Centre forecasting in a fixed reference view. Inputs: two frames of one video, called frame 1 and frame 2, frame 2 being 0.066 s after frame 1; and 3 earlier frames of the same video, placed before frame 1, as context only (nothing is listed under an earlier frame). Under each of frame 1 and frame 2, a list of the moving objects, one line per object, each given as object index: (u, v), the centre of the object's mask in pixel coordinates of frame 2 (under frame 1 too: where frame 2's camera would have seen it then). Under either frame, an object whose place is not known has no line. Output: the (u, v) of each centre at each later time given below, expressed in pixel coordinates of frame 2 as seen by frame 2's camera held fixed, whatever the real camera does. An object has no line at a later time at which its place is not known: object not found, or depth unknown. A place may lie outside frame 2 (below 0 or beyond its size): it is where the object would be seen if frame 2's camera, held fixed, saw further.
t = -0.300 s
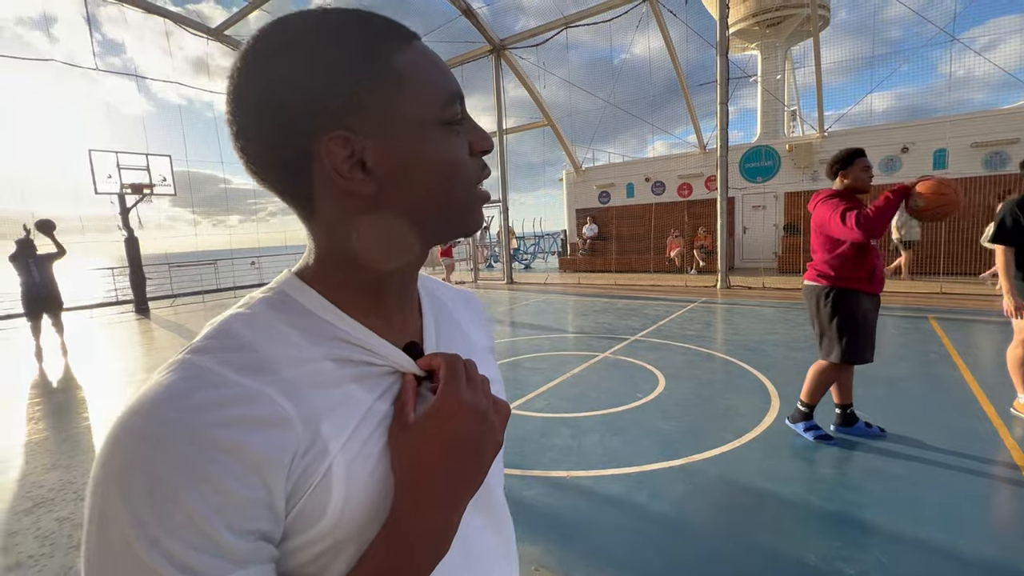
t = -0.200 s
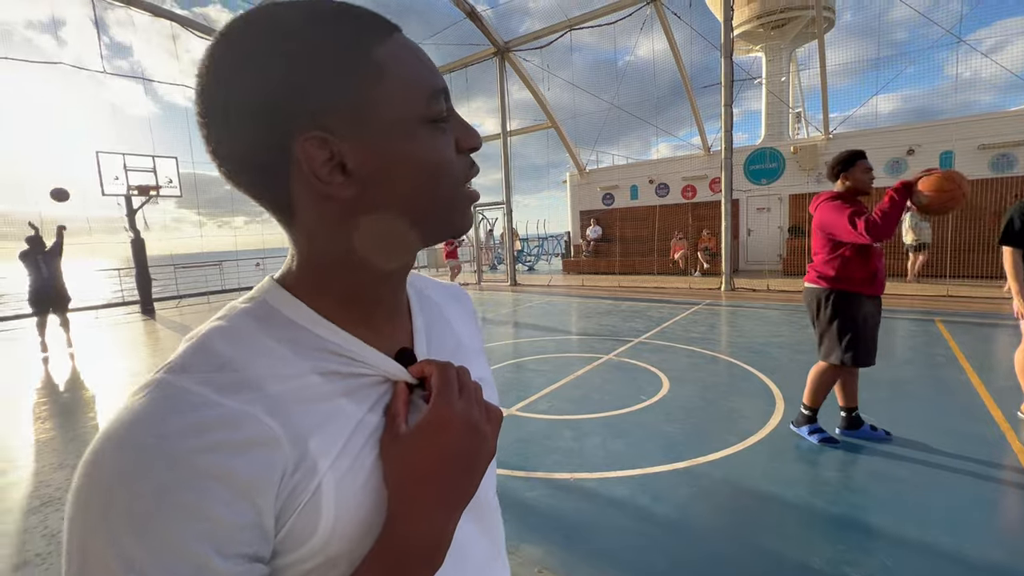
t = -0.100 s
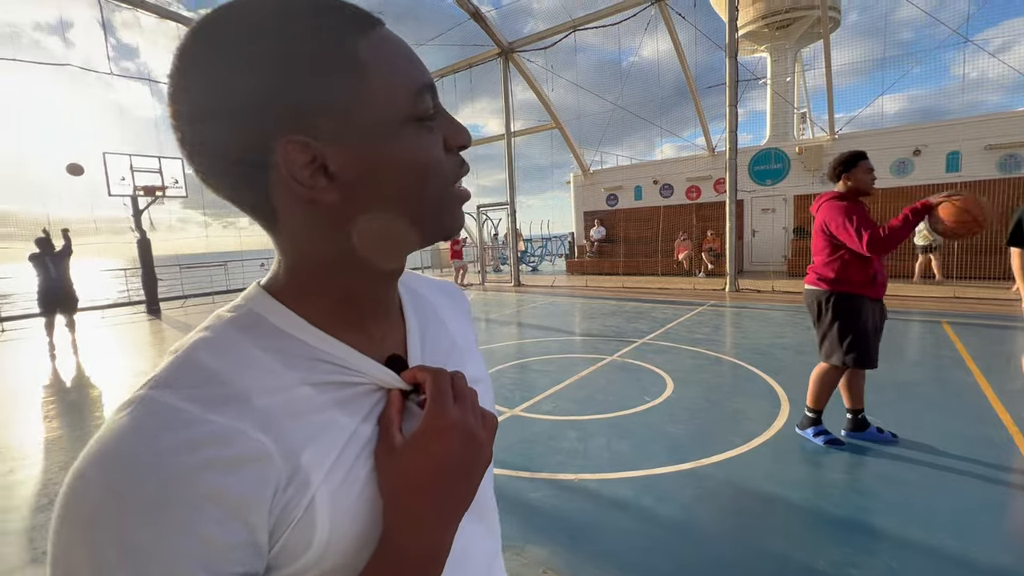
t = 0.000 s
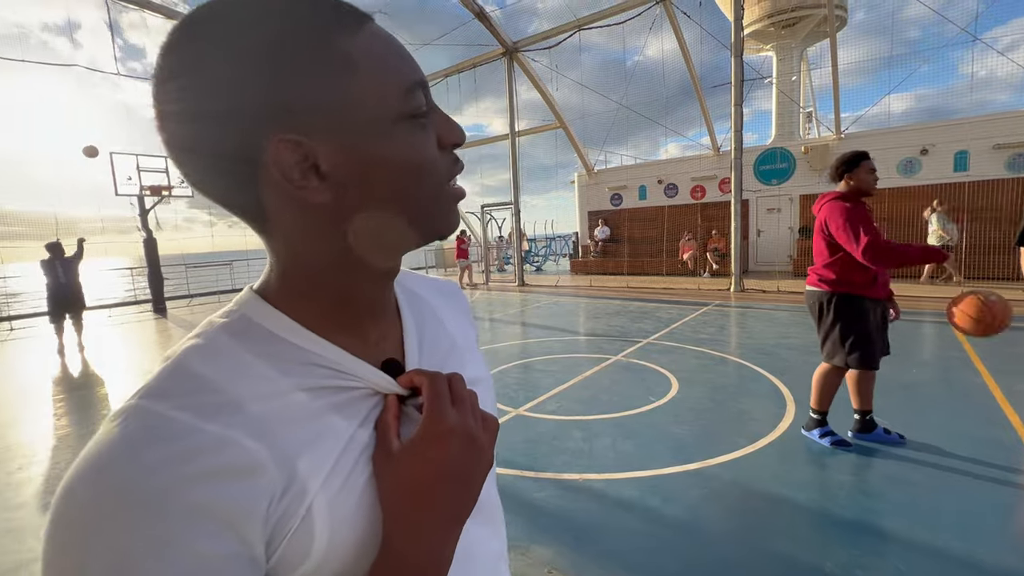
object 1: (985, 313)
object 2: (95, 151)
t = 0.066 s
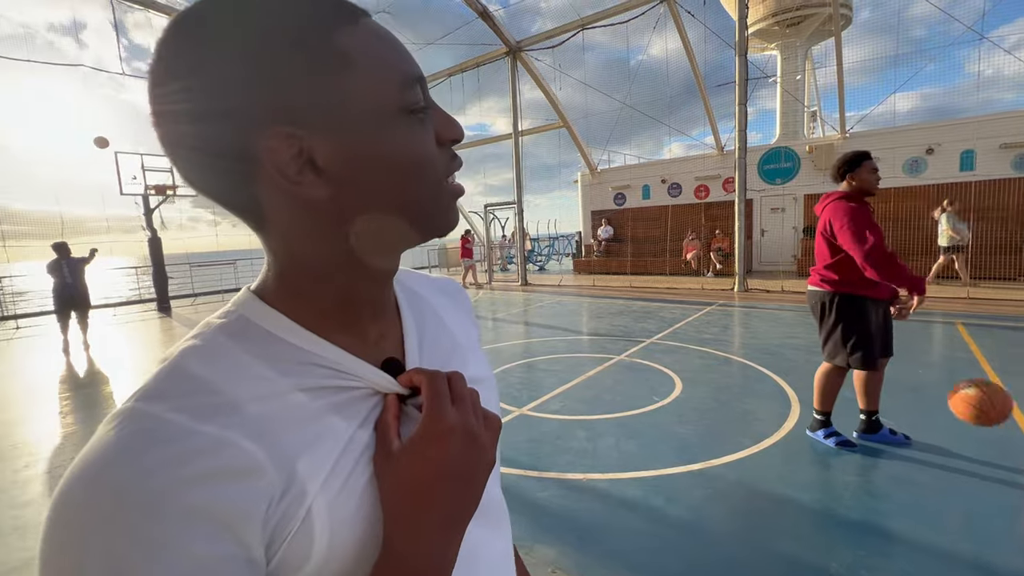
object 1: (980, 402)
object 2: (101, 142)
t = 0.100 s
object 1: (977, 448)
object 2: (103, 139)
